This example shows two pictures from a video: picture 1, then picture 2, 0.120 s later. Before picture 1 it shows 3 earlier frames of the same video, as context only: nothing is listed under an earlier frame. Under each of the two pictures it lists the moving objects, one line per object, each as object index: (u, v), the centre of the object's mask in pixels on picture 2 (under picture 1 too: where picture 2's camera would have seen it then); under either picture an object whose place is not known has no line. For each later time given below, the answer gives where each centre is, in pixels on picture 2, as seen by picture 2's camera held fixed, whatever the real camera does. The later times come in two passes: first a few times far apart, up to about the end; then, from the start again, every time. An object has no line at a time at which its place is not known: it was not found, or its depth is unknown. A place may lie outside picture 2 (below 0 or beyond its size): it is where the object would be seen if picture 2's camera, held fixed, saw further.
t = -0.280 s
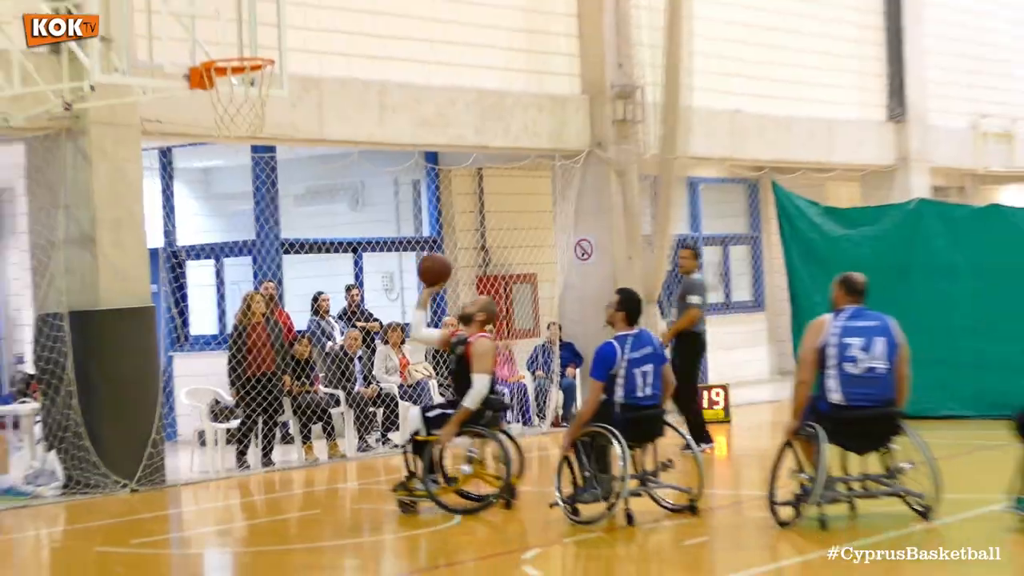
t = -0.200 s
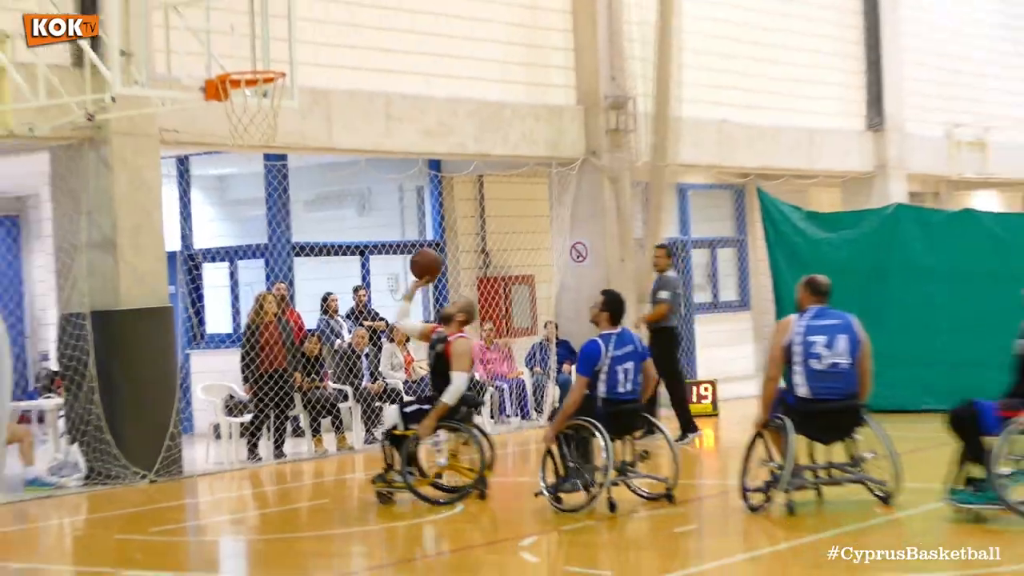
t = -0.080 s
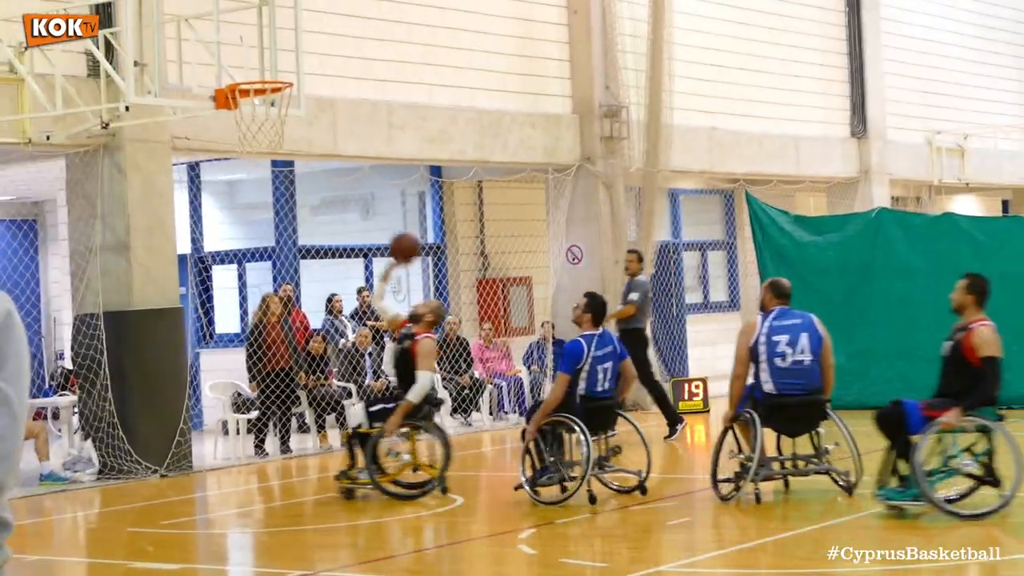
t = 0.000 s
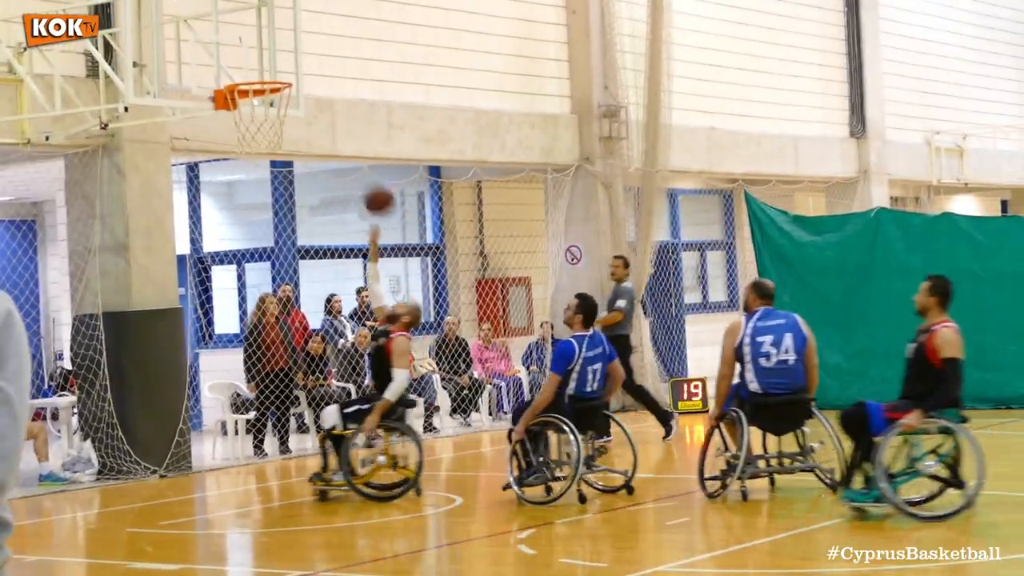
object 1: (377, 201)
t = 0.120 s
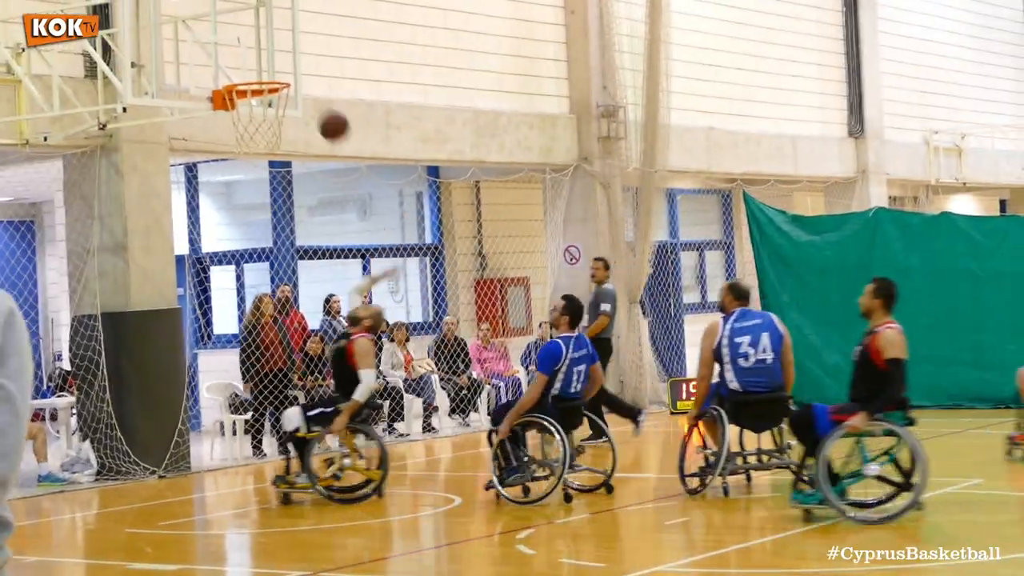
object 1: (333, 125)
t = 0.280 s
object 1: (275, 55)
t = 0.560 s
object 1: (262, 37)
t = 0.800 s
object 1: (265, 54)
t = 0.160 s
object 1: (319, 105)
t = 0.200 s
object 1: (304, 86)
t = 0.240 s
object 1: (290, 69)
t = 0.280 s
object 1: (275, 55)
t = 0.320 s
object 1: (261, 42)
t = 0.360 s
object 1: (257, 36)
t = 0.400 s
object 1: (258, 32)
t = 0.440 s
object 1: (259, 30)
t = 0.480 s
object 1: (259, 30)
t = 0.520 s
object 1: (260, 32)
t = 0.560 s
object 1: (262, 37)
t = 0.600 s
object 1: (263, 43)
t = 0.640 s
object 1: (264, 52)
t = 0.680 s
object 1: (266, 63)
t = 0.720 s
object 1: (266, 62)
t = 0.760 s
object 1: (265, 57)
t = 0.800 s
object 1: (265, 54)
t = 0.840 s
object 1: (265, 53)
